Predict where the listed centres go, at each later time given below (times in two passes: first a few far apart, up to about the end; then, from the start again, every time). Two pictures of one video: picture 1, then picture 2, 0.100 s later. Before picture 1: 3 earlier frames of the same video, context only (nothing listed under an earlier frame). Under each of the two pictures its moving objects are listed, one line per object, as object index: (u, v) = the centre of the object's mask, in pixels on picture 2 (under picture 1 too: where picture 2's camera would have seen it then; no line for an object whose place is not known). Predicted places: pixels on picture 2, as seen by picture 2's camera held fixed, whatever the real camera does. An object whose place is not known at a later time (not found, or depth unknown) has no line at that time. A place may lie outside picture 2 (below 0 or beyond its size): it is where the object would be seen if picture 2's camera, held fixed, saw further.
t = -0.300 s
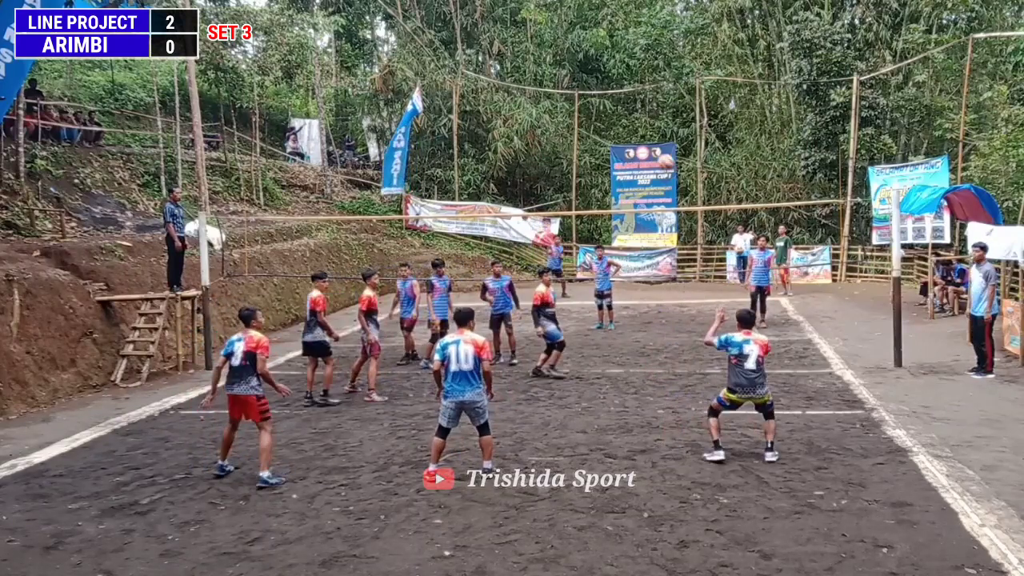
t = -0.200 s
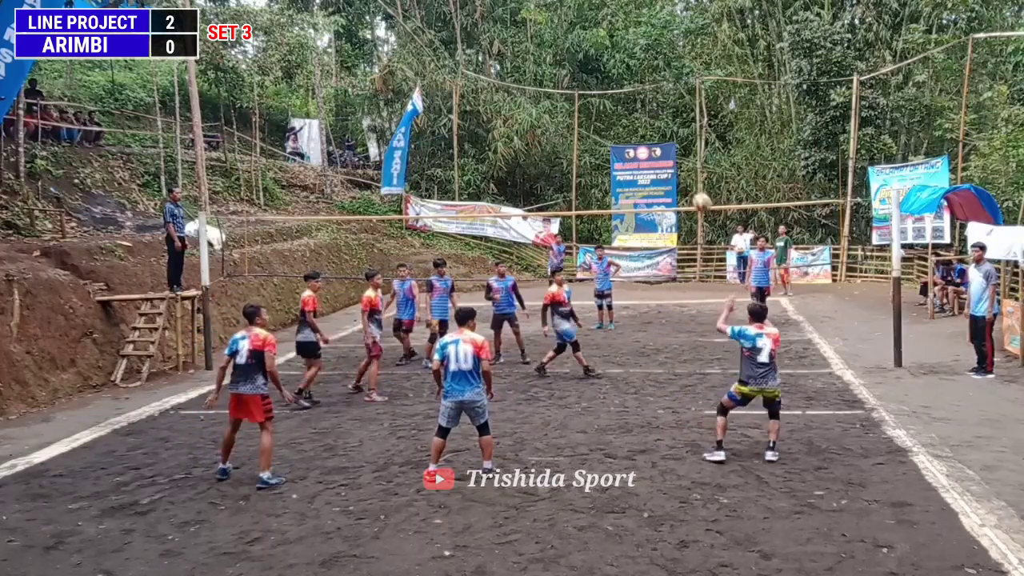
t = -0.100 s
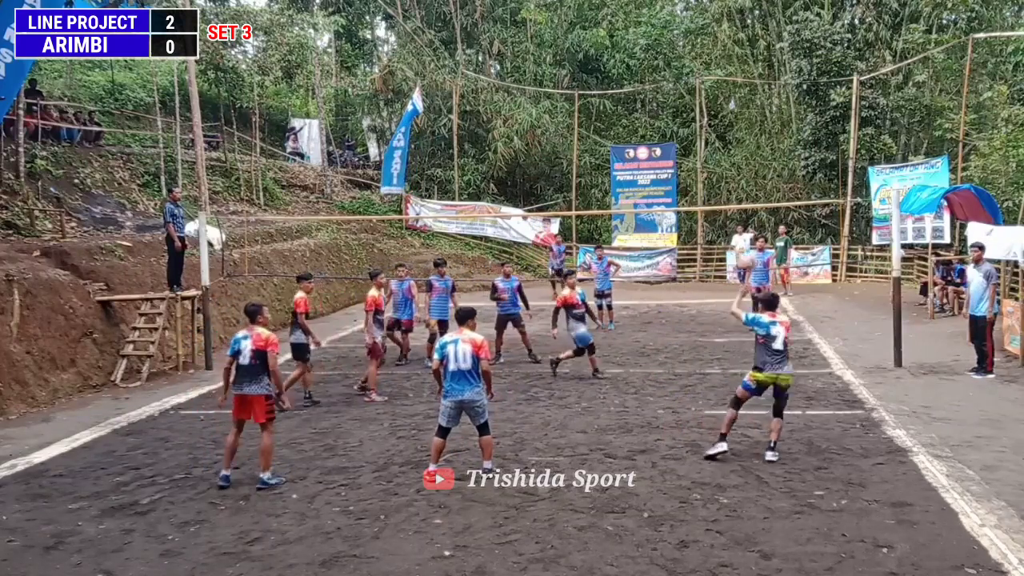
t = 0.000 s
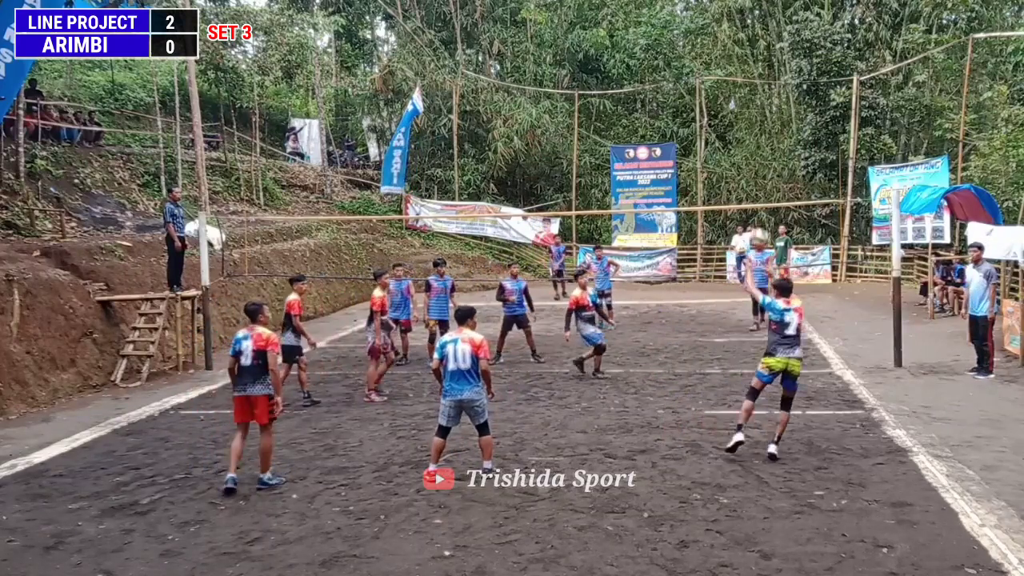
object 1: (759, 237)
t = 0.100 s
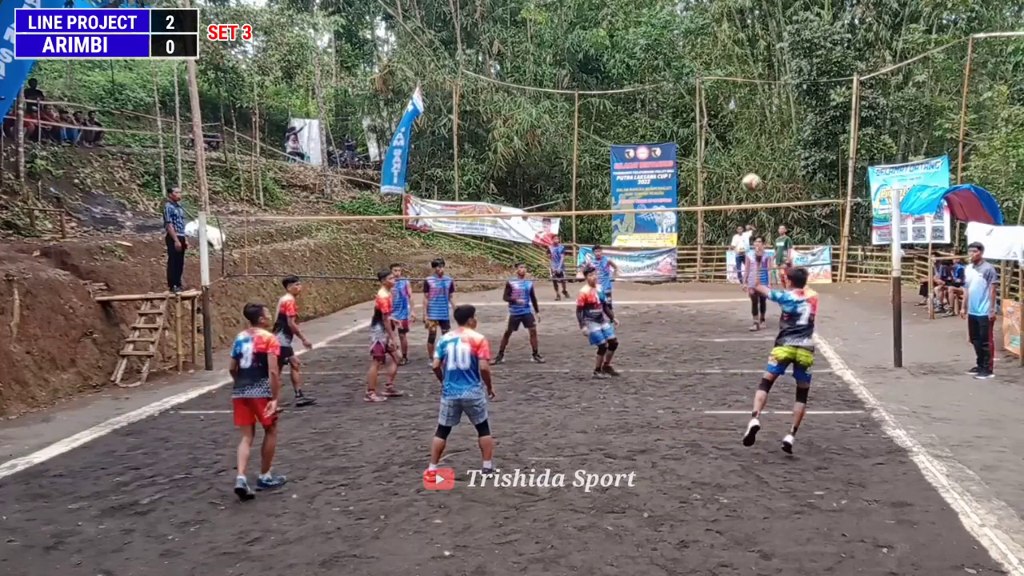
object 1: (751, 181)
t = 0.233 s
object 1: (743, 128)
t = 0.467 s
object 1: (729, 73)
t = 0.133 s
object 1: (749, 167)
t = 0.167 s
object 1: (747, 152)
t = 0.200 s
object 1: (745, 139)
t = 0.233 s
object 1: (743, 128)
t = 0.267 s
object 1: (740, 117)
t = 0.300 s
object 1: (738, 106)
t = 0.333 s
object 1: (736, 98)
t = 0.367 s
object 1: (734, 89)
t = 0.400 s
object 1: (733, 83)
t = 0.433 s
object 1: (732, 78)
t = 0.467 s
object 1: (729, 73)
